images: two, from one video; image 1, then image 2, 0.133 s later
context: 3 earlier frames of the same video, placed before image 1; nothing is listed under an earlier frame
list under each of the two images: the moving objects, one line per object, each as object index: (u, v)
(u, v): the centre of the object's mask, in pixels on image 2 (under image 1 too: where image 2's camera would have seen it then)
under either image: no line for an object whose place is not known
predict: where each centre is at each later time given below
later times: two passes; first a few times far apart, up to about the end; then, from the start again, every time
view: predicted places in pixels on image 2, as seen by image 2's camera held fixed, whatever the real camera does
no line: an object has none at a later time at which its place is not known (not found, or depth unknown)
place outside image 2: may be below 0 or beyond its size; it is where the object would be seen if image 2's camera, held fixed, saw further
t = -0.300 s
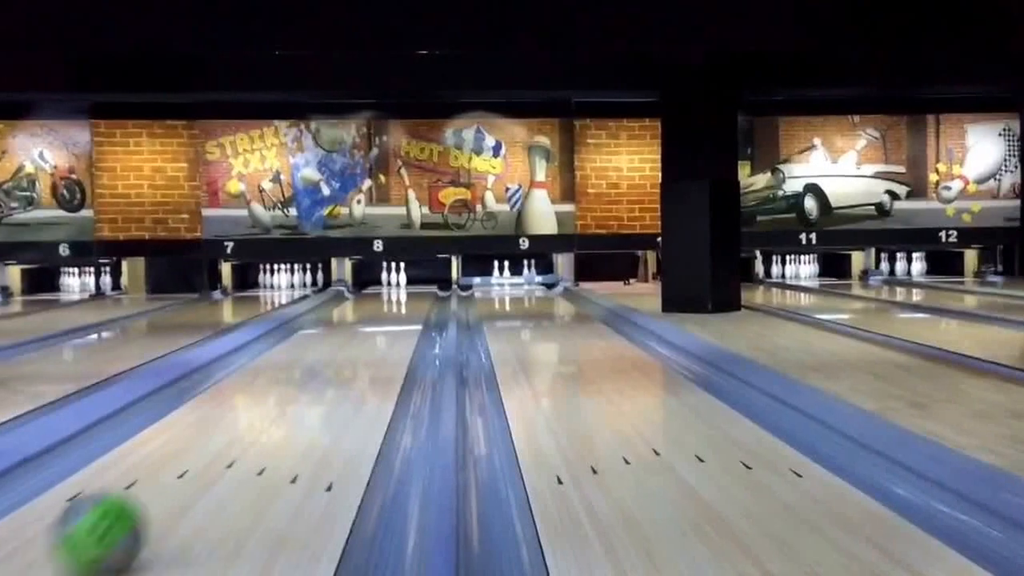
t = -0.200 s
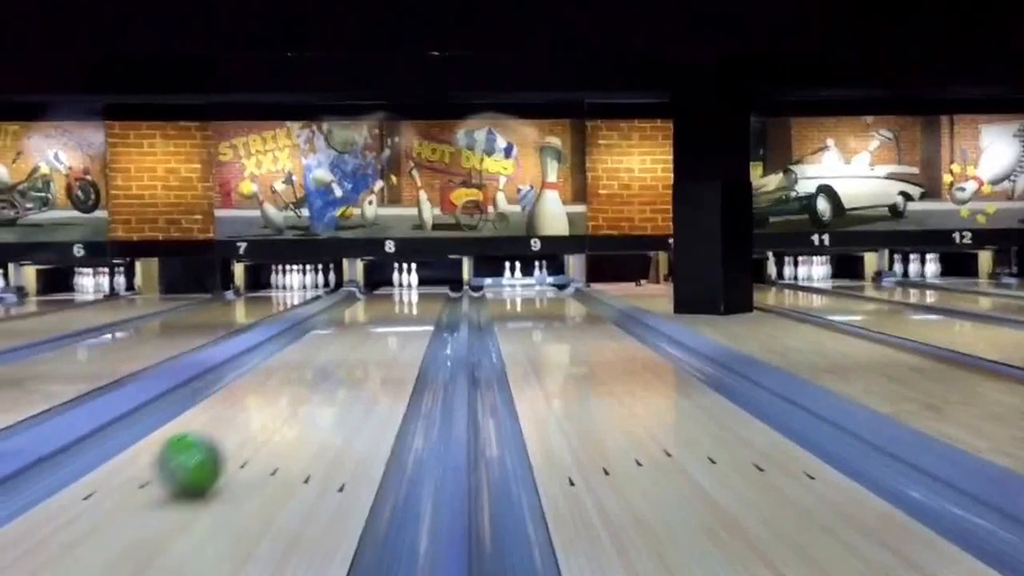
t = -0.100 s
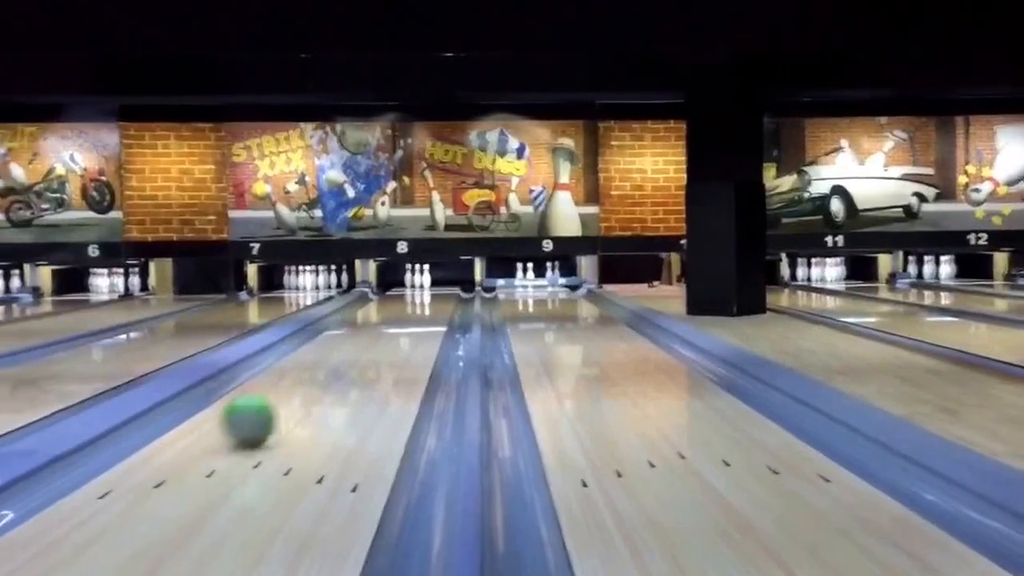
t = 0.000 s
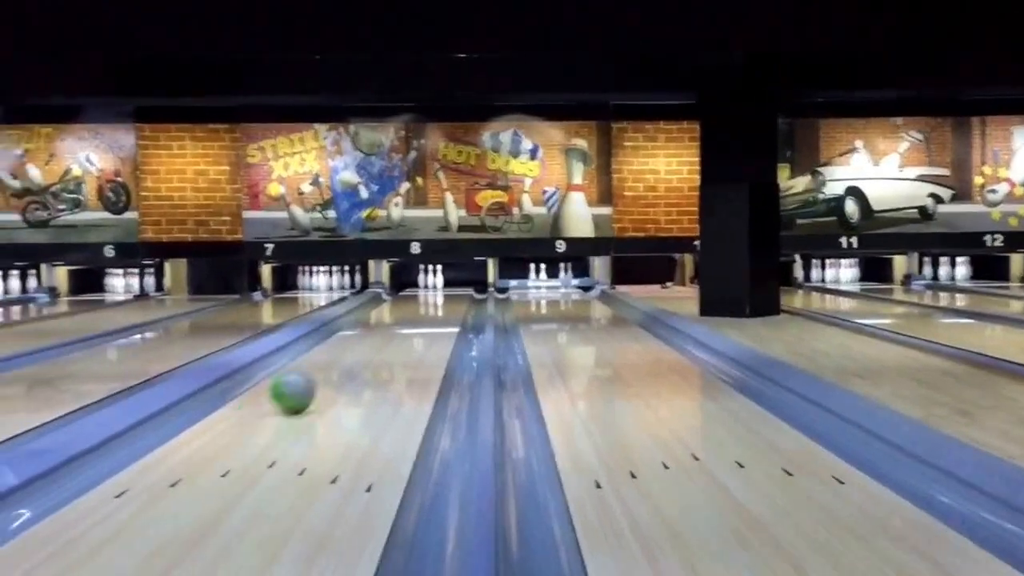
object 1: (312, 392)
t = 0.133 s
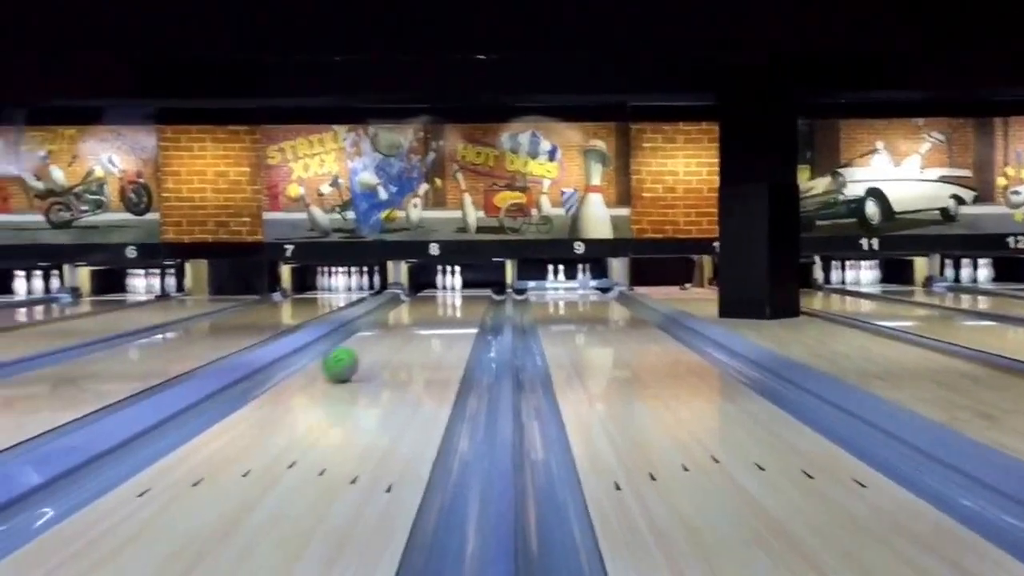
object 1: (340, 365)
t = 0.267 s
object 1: (357, 346)
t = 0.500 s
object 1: (380, 324)
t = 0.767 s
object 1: (392, 308)
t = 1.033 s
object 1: (402, 297)
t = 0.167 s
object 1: (345, 360)
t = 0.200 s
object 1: (350, 353)
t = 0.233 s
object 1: (354, 349)
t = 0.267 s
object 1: (357, 346)
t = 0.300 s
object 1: (362, 341)
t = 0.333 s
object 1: (365, 337)
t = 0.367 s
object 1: (368, 335)
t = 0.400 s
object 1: (370, 332)
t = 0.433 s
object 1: (373, 330)
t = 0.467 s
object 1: (376, 327)
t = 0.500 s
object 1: (380, 324)
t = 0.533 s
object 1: (381, 322)
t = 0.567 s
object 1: (383, 319)
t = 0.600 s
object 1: (385, 317)
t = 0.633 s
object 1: (386, 316)
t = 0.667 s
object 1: (388, 313)
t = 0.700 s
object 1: (390, 312)
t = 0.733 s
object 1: (391, 309)
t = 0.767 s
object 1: (392, 308)
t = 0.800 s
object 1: (394, 306)
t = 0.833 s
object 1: (394, 306)
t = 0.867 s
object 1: (395, 304)
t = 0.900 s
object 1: (396, 302)
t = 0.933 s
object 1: (397, 301)
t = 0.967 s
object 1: (398, 300)
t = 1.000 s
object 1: (400, 299)
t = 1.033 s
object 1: (402, 297)
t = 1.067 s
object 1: (401, 296)
